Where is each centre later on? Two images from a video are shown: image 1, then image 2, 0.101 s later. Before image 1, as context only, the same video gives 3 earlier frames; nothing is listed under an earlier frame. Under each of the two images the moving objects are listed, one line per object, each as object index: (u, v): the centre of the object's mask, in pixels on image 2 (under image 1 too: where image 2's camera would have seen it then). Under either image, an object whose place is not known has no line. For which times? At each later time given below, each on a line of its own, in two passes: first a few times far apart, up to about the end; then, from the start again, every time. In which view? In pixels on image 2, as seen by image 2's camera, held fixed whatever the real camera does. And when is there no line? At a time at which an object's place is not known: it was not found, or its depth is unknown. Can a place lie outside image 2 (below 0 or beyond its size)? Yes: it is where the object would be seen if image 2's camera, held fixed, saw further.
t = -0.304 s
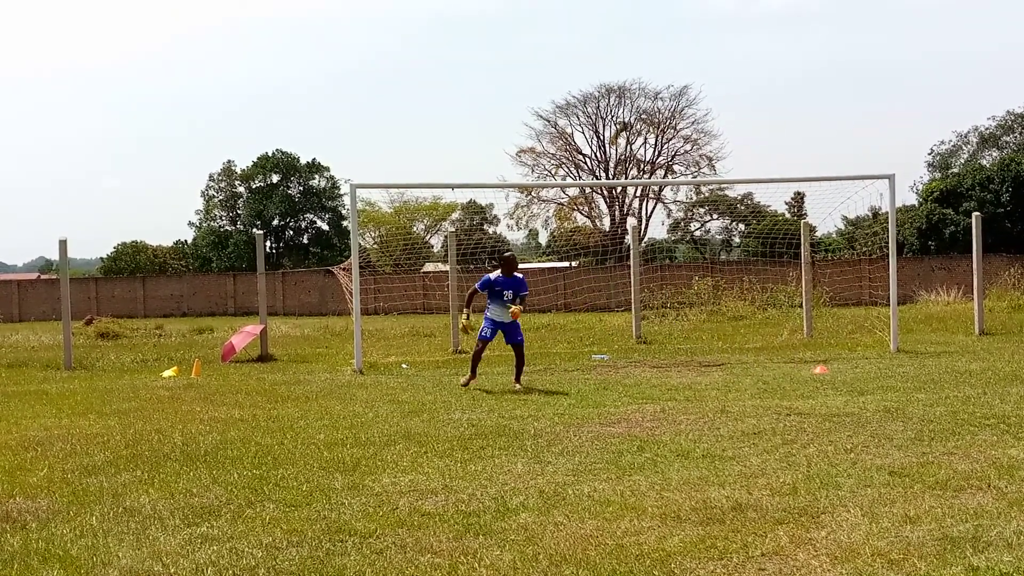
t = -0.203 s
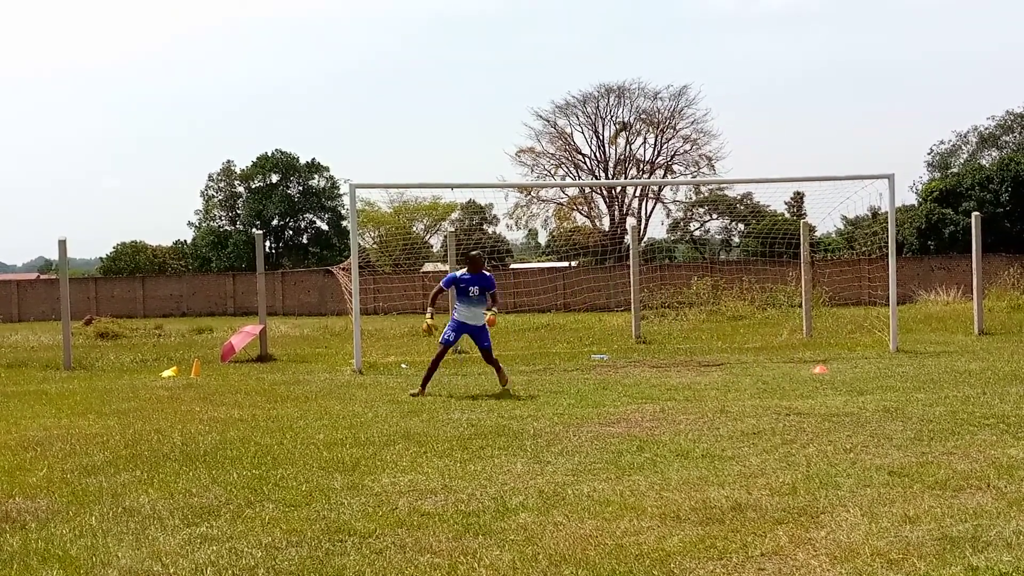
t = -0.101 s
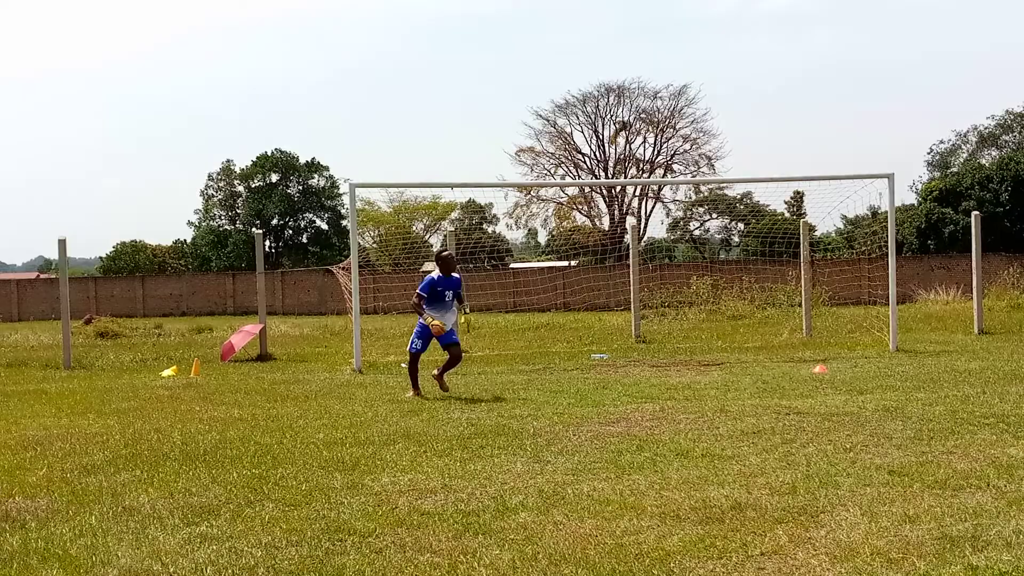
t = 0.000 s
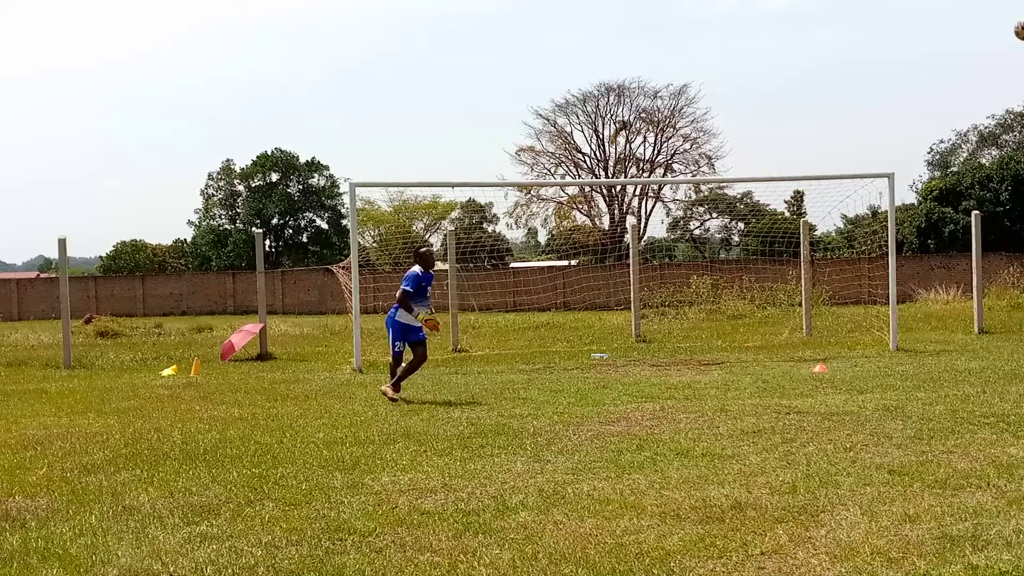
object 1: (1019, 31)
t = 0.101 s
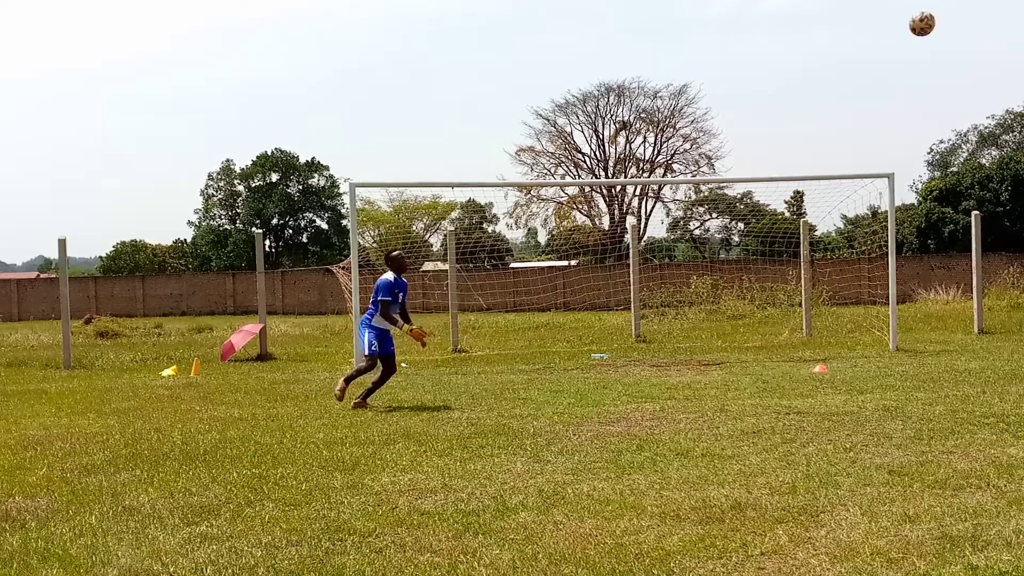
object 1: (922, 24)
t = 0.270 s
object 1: (742, 38)
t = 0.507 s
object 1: (477, 111)
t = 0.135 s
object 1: (887, 24)
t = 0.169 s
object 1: (851, 26)
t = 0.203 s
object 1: (815, 29)
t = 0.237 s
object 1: (779, 33)
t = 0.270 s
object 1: (742, 38)
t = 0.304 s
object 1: (705, 45)
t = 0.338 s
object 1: (668, 51)
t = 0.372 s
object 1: (630, 60)
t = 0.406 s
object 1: (592, 71)
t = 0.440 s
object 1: (554, 83)
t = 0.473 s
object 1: (516, 96)
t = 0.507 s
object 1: (477, 111)
